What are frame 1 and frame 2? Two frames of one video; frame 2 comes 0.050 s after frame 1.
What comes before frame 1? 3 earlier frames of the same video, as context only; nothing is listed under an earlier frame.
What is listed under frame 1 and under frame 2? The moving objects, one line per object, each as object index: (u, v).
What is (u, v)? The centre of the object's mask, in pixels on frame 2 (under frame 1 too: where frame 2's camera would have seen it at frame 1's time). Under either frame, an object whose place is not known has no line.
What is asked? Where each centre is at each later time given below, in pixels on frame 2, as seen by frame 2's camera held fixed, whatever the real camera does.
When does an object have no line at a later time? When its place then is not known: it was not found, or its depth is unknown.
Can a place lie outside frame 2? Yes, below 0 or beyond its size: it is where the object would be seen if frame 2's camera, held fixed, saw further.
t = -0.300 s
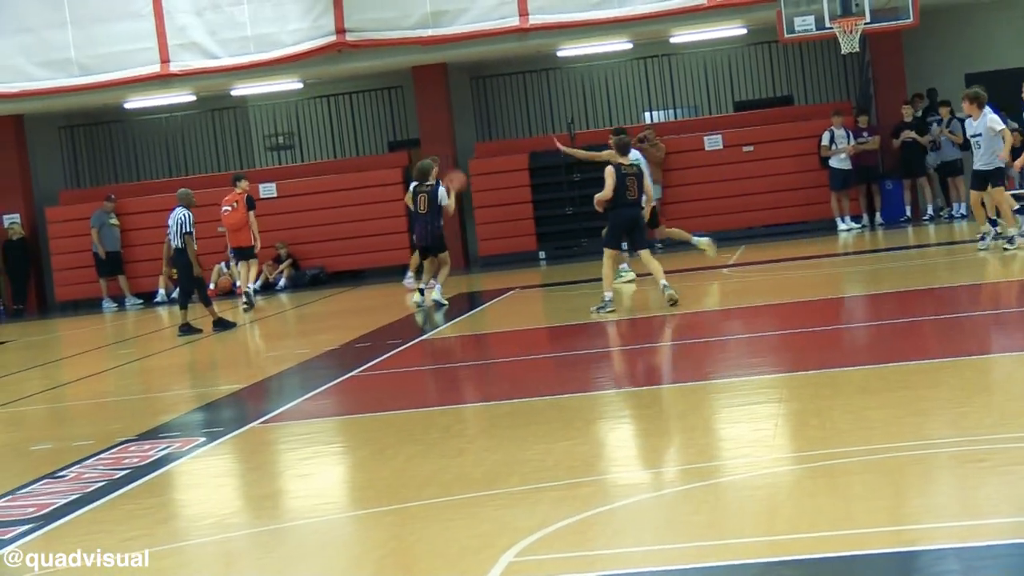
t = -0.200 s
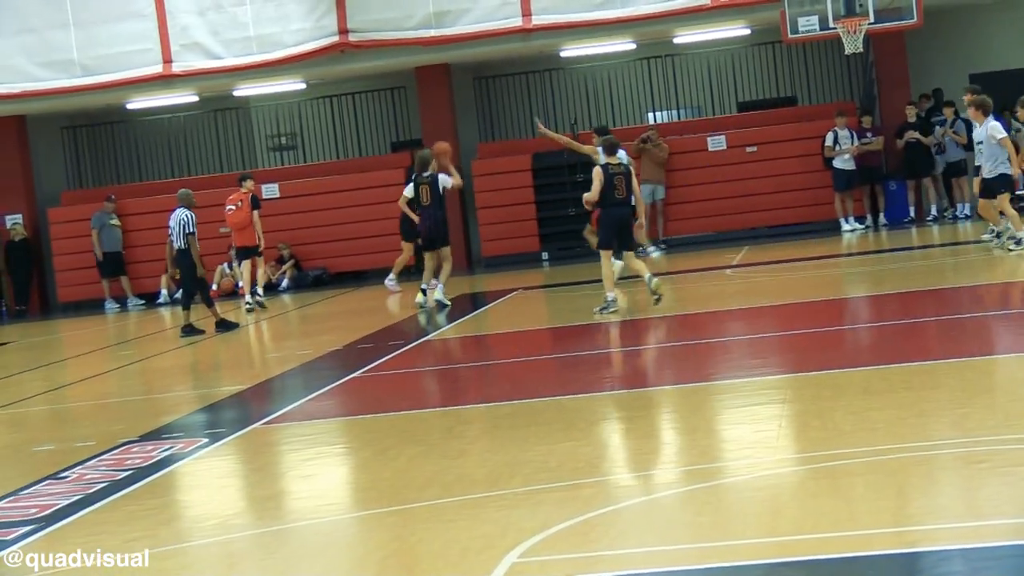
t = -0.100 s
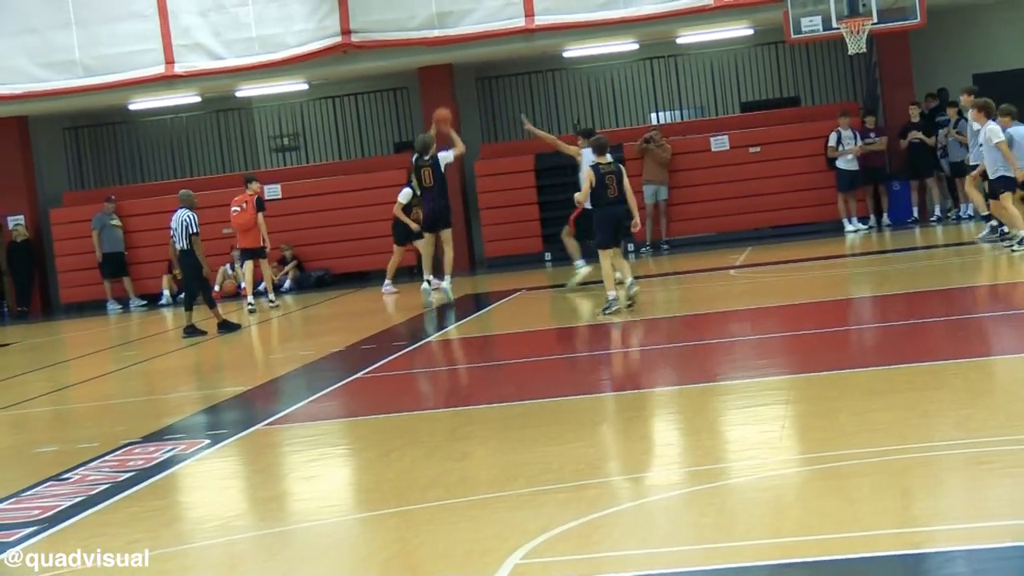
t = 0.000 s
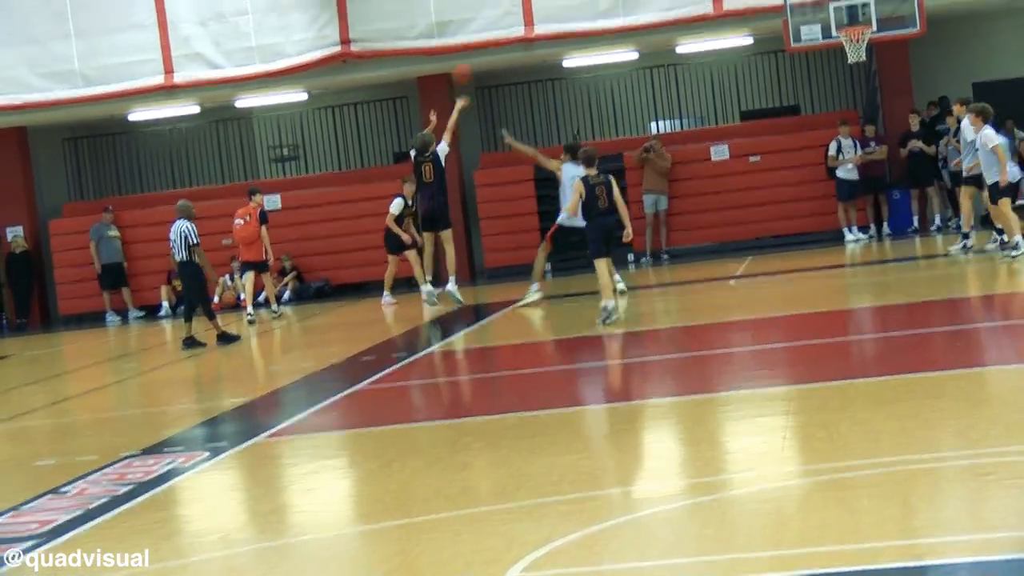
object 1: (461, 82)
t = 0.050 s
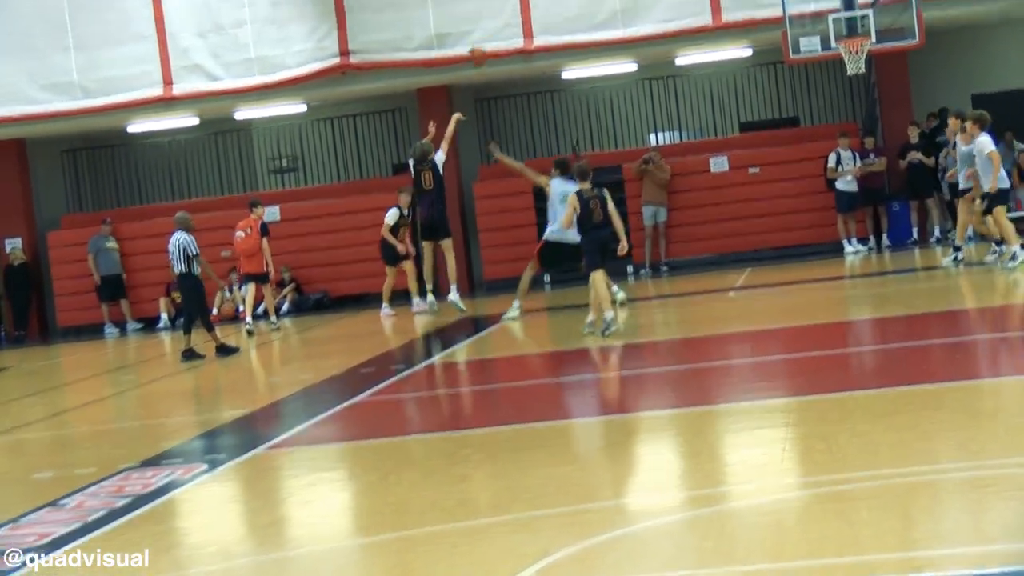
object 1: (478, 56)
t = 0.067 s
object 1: (481, 46)
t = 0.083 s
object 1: (486, 40)
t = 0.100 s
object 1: (490, 34)
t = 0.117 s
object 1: (495, 25)
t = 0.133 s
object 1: (497, 19)
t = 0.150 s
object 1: (501, 13)
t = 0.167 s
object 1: (503, 6)
